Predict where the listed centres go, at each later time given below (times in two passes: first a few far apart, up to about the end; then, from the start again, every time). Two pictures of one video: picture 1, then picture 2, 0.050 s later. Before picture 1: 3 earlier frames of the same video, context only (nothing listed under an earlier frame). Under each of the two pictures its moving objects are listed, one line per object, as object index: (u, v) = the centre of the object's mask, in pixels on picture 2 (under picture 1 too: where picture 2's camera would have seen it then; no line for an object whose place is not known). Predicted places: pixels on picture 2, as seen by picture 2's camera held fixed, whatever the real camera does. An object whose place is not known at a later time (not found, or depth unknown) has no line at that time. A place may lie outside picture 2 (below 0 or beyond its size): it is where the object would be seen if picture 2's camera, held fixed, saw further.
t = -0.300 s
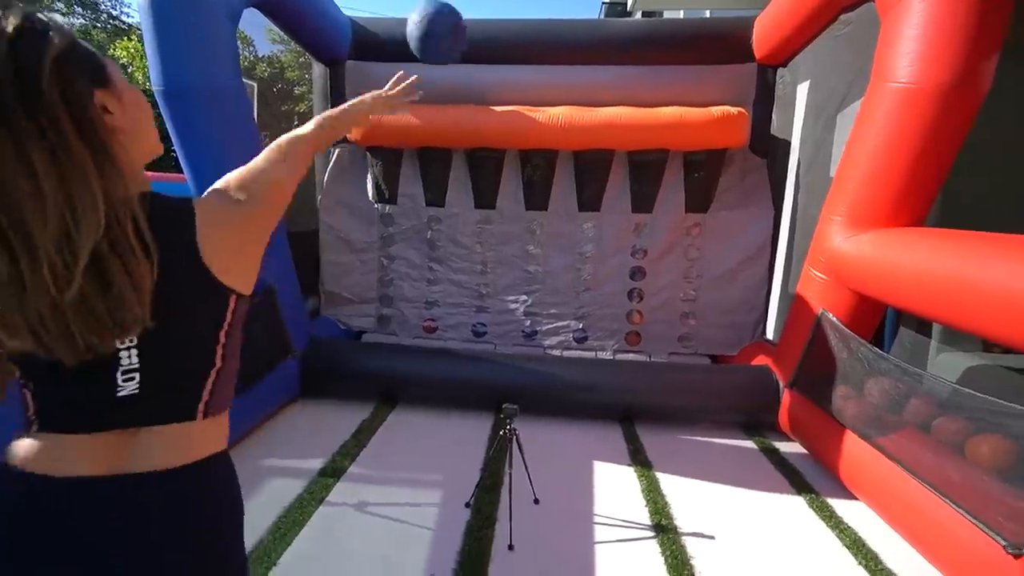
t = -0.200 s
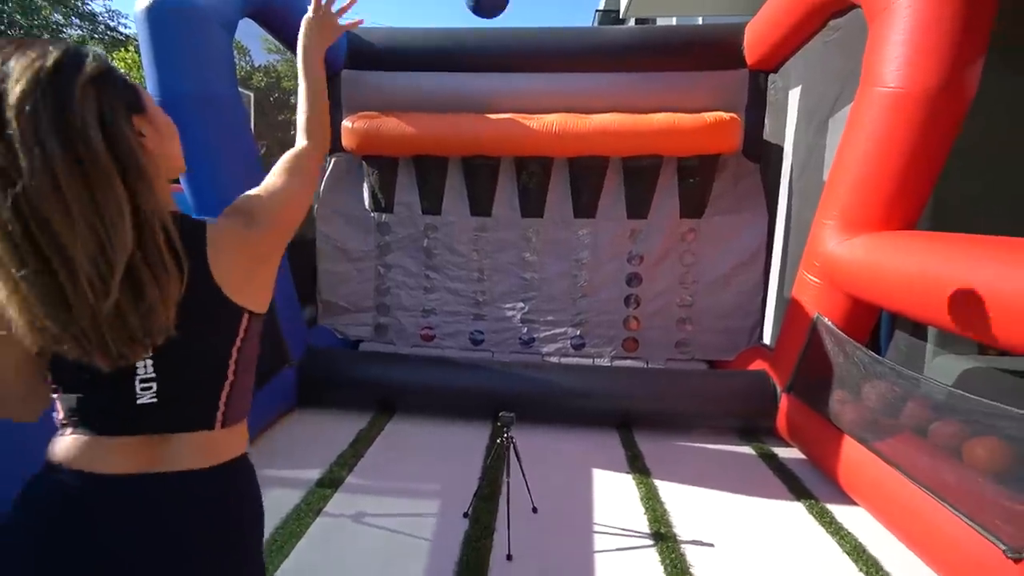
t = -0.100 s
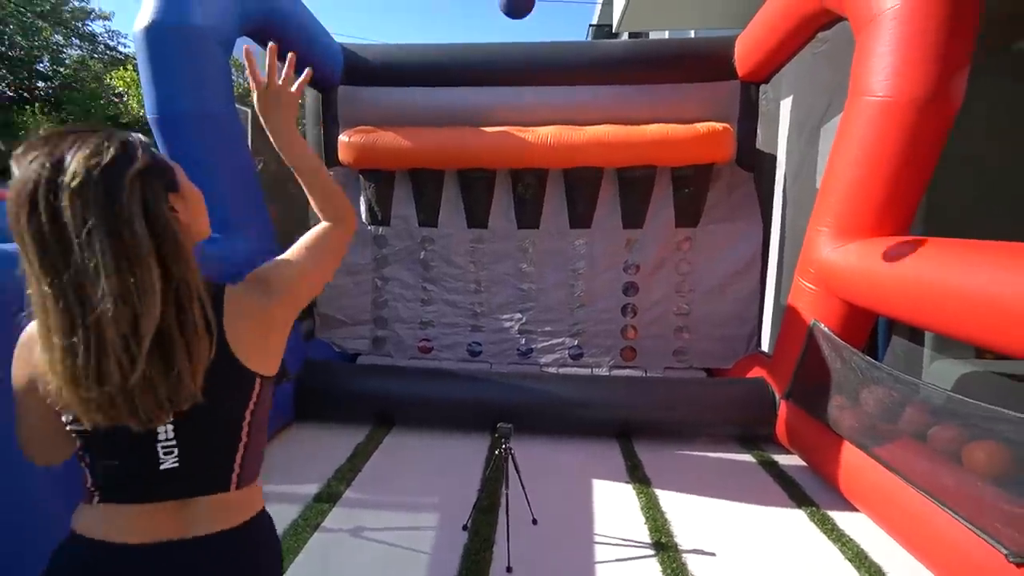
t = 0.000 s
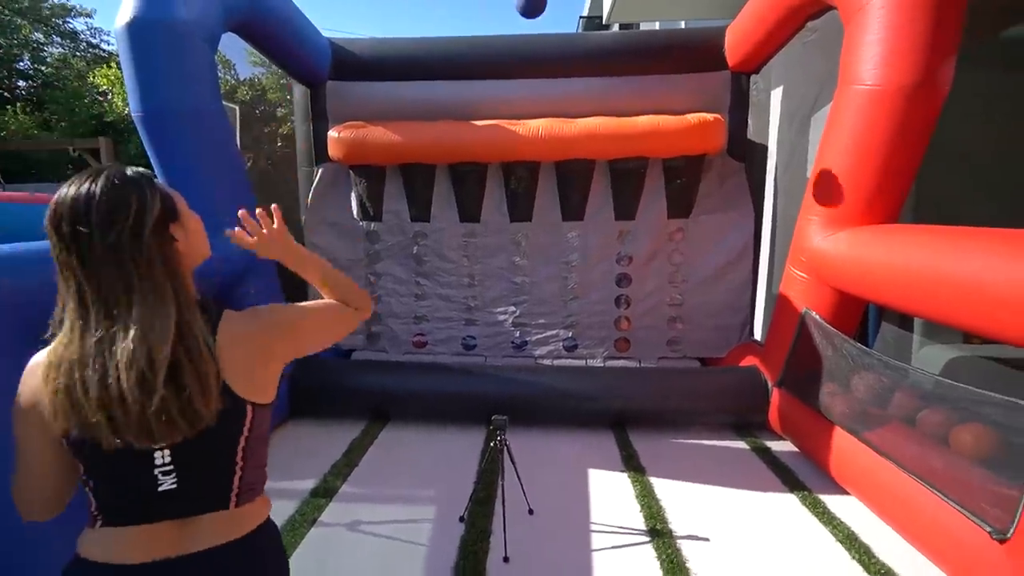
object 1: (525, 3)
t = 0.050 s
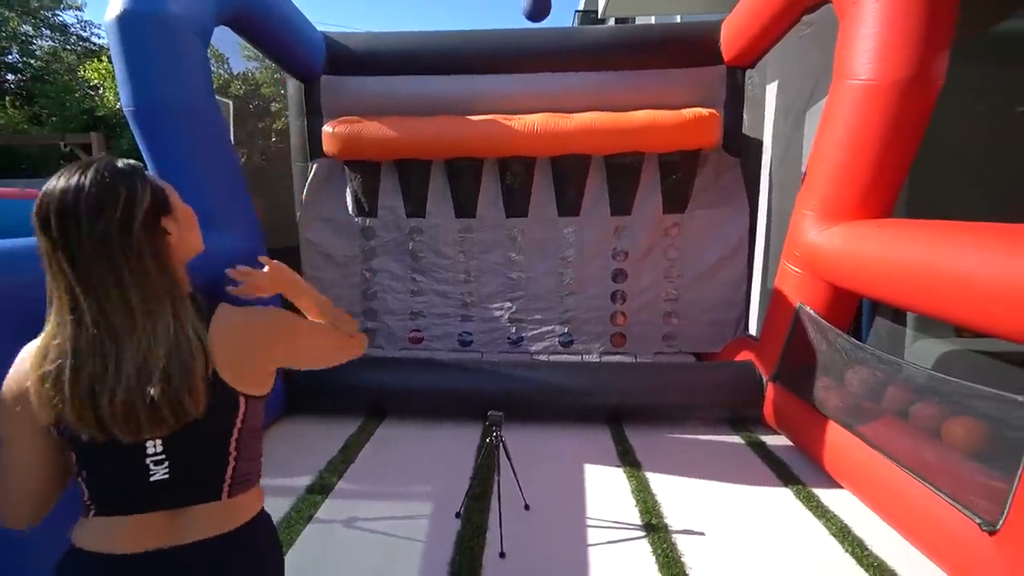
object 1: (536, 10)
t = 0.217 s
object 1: (560, 58)
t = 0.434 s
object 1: (580, 93)
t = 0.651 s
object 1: (590, 98)
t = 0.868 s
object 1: (595, 95)
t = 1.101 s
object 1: (601, 149)
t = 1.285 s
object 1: (601, 270)
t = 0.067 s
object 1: (539, 12)
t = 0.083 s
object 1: (543, 15)
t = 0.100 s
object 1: (546, 19)
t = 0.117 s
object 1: (549, 24)
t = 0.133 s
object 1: (551, 29)
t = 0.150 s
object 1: (552, 35)
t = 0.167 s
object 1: (554, 40)
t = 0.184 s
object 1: (556, 45)
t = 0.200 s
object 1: (559, 52)
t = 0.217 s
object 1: (560, 58)
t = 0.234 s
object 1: (562, 64)
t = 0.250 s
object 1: (566, 71)
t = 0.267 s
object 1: (568, 77)
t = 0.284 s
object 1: (570, 84)
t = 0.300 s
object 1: (571, 91)
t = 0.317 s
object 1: (573, 97)
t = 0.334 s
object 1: (575, 104)
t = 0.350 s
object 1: (575, 105)
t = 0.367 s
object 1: (577, 103)
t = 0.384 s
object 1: (577, 100)
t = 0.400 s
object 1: (578, 99)
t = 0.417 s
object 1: (578, 94)
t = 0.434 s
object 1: (580, 93)
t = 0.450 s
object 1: (580, 91)
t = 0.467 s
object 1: (581, 90)
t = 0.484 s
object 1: (582, 89)
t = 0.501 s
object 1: (583, 89)
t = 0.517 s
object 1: (583, 88)
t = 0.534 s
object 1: (584, 88)
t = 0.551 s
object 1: (585, 89)
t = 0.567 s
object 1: (586, 89)
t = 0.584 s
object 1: (587, 90)
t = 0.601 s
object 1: (588, 91)
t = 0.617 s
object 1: (588, 93)
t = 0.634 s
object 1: (589, 95)
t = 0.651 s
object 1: (590, 98)
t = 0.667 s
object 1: (591, 101)
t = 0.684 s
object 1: (592, 104)
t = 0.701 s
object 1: (592, 105)
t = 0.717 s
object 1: (593, 104)
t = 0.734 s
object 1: (593, 102)
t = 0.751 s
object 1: (593, 99)
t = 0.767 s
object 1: (593, 97)
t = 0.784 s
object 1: (593, 96)
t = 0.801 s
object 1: (594, 95)
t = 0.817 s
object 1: (594, 95)
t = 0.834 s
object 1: (594, 94)
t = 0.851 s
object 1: (594, 95)
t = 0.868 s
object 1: (595, 95)
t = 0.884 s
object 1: (595, 95)
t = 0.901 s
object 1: (595, 96)
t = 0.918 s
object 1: (596, 98)
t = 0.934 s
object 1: (597, 100)
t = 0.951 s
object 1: (597, 103)
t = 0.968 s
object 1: (598, 106)
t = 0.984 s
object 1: (598, 109)
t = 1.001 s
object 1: (599, 113)
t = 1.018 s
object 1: (600, 118)
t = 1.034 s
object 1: (600, 123)
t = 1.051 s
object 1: (600, 129)
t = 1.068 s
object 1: (601, 135)
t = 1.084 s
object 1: (601, 142)
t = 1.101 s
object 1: (601, 149)
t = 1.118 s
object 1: (601, 158)
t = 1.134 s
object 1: (601, 165)
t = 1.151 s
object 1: (601, 175)
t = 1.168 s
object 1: (602, 185)
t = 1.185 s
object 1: (601, 196)
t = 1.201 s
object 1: (602, 206)
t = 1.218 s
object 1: (602, 219)
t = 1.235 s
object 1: (602, 230)
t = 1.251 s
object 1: (602, 244)
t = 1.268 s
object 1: (603, 256)
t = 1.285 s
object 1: (601, 270)
